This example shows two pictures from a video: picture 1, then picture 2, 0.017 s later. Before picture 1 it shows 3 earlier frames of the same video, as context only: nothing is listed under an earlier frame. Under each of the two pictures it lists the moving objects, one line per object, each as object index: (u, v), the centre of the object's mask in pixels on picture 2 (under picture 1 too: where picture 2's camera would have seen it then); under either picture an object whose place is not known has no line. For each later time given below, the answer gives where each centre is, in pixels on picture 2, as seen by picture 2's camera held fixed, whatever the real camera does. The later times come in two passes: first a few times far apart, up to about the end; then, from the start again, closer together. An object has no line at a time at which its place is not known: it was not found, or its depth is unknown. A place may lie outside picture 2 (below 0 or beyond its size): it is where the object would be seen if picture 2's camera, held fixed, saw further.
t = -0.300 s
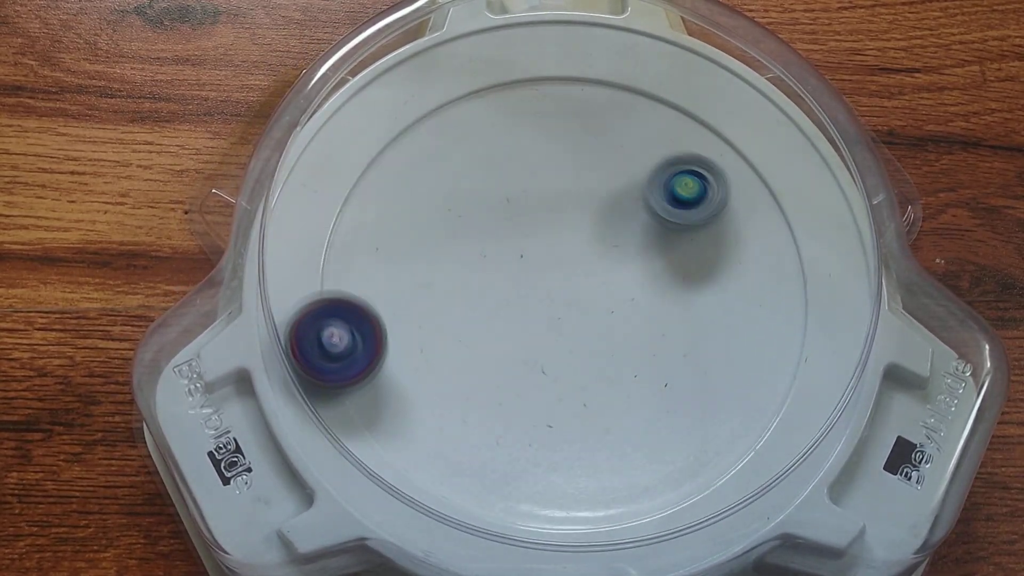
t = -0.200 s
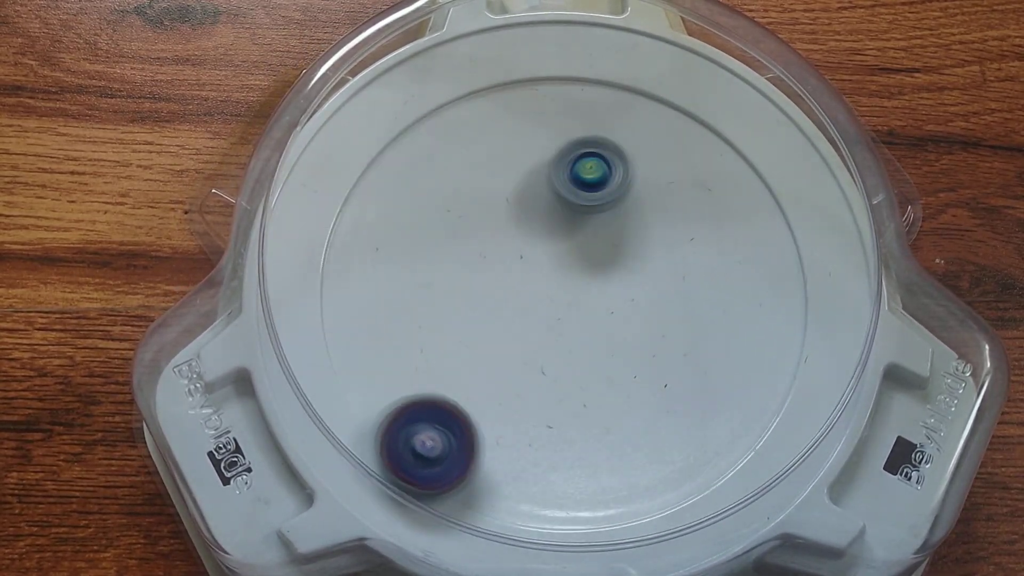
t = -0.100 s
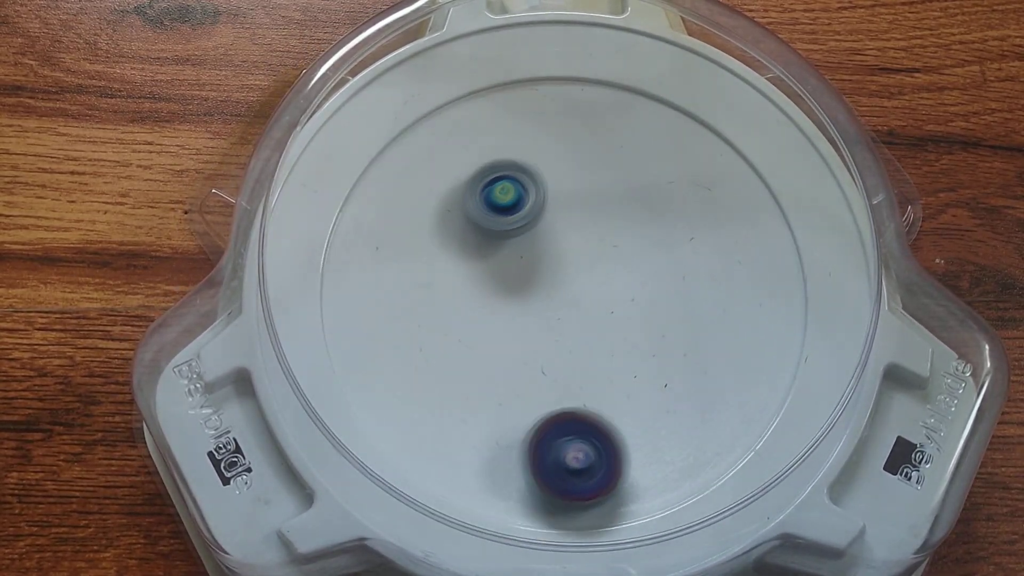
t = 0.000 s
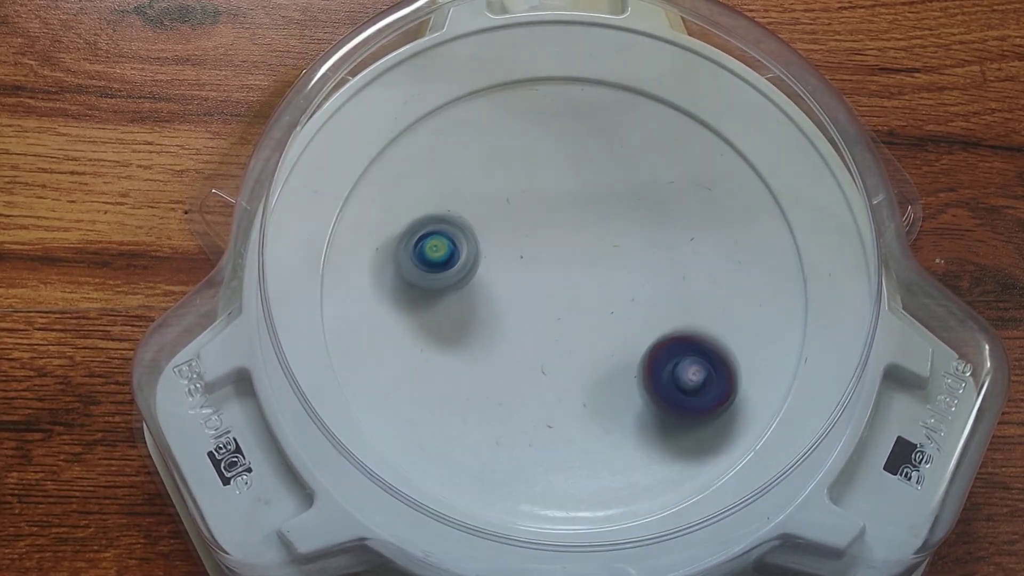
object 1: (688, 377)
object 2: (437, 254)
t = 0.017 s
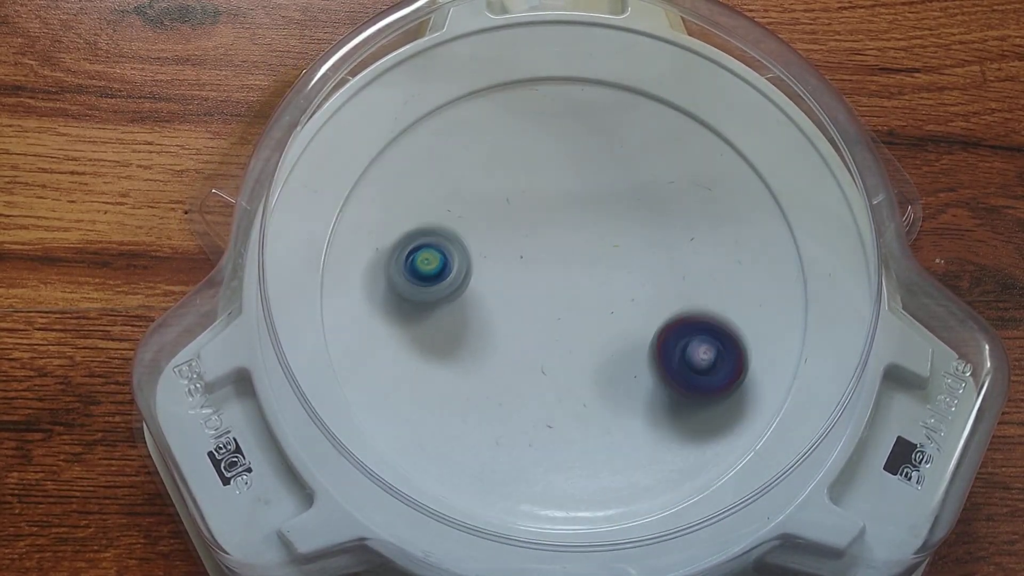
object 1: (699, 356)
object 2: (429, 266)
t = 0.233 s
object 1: (616, 112)
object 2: (450, 455)
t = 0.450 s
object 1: (370, 164)
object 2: (658, 466)
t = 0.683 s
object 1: (471, 418)
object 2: (691, 266)
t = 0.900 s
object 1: (726, 315)
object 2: (528, 162)
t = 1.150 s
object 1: (612, 77)
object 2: (360, 272)
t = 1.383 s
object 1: (399, 210)
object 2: (492, 428)
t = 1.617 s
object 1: (578, 419)
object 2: (670, 318)
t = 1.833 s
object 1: (769, 282)
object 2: (640, 157)
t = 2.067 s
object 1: (629, 109)
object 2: (471, 122)
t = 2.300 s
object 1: (510, 215)
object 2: (292, 356)
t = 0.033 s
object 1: (706, 336)
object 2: (421, 280)
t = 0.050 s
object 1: (710, 315)
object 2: (416, 293)
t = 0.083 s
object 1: (711, 273)
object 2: (407, 322)
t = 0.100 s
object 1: (709, 252)
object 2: (405, 337)
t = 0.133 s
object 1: (698, 210)
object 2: (405, 368)
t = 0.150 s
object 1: (688, 191)
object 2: (407, 384)
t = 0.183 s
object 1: (664, 155)
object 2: (418, 415)
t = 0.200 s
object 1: (650, 139)
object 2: (427, 429)
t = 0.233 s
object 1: (616, 112)
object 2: (450, 455)
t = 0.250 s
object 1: (597, 102)
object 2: (464, 466)
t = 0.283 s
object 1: (556, 88)
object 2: (495, 483)
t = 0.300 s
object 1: (536, 83)
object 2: (511, 490)
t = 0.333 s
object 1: (494, 82)
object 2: (546, 497)
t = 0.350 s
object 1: (474, 84)
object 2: (564, 498)
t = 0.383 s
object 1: (432, 107)
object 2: (598, 494)
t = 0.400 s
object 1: (414, 120)
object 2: (614, 489)
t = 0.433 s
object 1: (383, 149)
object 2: (644, 475)
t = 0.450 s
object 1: (370, 164)
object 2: (658, 466)
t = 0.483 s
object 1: (352, 200)
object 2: (681, 441)
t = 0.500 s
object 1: (346, 220)
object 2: (691, 429)
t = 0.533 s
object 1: (342, 263)
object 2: (704, 399)
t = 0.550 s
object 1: (345, 285)
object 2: (708, 384)
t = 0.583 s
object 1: (360, 326)
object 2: (711, 354)
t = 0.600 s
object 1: (372, 345)
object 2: (711, 339)
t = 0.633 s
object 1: (405, 381)
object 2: (707, 309)
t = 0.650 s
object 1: (425, 396)
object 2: (703, 293)
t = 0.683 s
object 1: (471, 418)
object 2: (691, 266)
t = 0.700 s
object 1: (495, 425)
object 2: (683, 253)
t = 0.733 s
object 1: (546, 431)
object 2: (664, 228)
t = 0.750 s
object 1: (571, 428)
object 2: (654, 216)
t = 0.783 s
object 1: (618, 417)
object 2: (630, 196)
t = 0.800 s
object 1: (640, 408)
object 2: (616, 187)
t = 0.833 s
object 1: (678, 383)
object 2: (588, 174)
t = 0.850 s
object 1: (694, 367)
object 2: (573, 170)
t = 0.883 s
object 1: (718, 334)
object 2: (544, 163)
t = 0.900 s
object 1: (726, 315)
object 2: (528, 162)
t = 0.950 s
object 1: (738, 256)
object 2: (484, 163)
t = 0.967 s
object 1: (738, 237)
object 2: (470, 166)
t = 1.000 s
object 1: (731, 197)
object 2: (442, 177)
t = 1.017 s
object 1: (725, 178)
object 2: (429, 183)
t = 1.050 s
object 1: (704, 144)
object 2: (406, 199)
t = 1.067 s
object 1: (692, 129)
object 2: (395, 208)
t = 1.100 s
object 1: (663, 103)
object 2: (377, 231)
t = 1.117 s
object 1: (647, 92)
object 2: (370, 244)
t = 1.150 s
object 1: (612, 77)
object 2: (360, 272)
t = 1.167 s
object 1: (594, 72)
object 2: (358, 287)
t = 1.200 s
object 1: (552, 73)
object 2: (359, 318)
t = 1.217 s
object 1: (532, 76)
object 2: (364, 333)
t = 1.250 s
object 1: (495, 87)
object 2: (378, 360)
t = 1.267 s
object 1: (478, 96)
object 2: (388, 373)
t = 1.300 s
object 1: (447, 120)
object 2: (412, 396)
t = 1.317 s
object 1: (434, 135)
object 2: (427, 405)
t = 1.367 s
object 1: (404, 190)
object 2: (475, 424)
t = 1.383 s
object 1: (399, 210)
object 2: (492, 428)
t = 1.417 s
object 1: (397, 252)
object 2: (528, 429)
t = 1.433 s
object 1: (400, 274)
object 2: (545, 426)
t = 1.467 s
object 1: (414, 315)
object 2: (578, 415)
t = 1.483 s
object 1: (425, 334)
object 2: (592, 409)
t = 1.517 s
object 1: (454, 368)
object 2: (620, 389)
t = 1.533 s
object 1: (473, 383)
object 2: (633, 379)
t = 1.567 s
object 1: (514, 405)
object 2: (651, 355)
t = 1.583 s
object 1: (535, 412)
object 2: (659, 344)
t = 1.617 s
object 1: (578, 419)
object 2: (670, 318)
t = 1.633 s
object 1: (600, 419)
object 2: (674, 305)
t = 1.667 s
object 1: (642, 413)
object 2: (679, 277)
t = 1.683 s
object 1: (662, 407)
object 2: (679, 264)
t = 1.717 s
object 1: (698, 389)
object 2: (678, 237)
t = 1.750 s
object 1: (728, 365)
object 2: (672, 212)
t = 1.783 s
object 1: (751, 335)
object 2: (662, 188)
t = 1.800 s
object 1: (759, 318)
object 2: (656, 177)
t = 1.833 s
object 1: (769, 282)
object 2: (640, 157)
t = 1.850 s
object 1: (770, 265)
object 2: (631, 147)
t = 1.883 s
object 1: (767, 230)
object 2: (610, 130)
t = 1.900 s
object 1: (762, 213)
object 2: (599, 123)
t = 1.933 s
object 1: (748, 182)
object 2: (574, 112)
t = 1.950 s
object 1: (738, 167)
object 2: (561, 109)
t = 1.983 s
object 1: (712, 142)
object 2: (535, 106)
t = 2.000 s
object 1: (698, 132)
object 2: (521, 107)
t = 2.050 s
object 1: (647, 112)
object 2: (482, 116)
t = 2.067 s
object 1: (629, 109)
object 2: (471, 122)
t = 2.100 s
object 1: (591, 110)
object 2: (450, 138)
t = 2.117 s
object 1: (572, 113)
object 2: (441, 148)
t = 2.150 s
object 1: (537, 125)
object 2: (423, 170)
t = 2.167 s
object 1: (520, 134)
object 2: (418, 182)
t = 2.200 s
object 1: (490, 156)
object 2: (409, 208)
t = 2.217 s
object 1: (478, 170)
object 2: (406, 223)
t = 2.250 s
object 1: (491, 183)
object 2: (342, 279)
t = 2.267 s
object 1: (500, 193)
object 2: (318, 304)
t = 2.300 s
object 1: (510, 215)
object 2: (292, 356)
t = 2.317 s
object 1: (516, 228)
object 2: (278, 386)
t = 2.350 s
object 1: (523, 257)
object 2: (266, 452)
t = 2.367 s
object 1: (528, 273)
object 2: (247, 490)
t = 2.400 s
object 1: (543, 296)
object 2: (261, 517)
